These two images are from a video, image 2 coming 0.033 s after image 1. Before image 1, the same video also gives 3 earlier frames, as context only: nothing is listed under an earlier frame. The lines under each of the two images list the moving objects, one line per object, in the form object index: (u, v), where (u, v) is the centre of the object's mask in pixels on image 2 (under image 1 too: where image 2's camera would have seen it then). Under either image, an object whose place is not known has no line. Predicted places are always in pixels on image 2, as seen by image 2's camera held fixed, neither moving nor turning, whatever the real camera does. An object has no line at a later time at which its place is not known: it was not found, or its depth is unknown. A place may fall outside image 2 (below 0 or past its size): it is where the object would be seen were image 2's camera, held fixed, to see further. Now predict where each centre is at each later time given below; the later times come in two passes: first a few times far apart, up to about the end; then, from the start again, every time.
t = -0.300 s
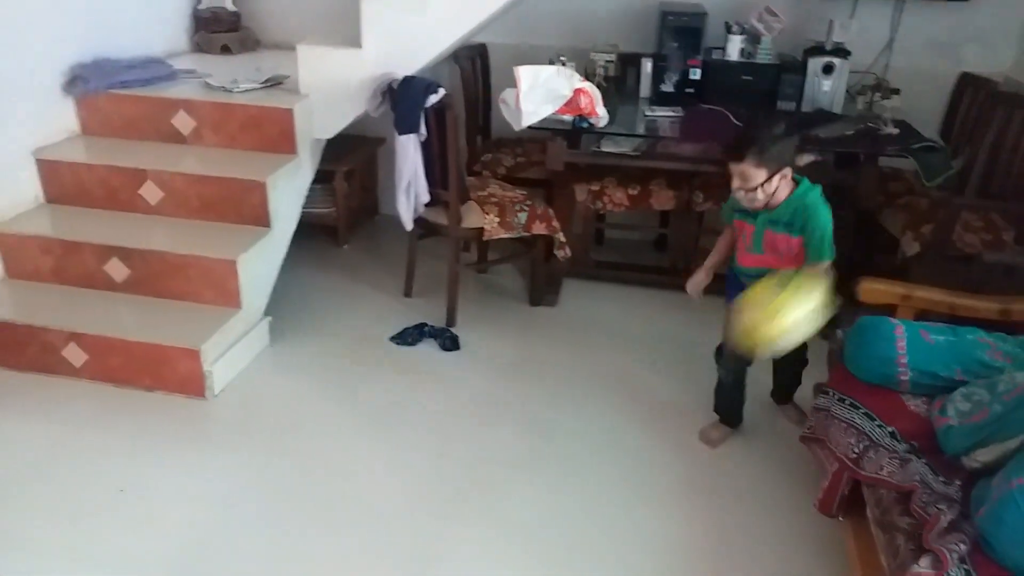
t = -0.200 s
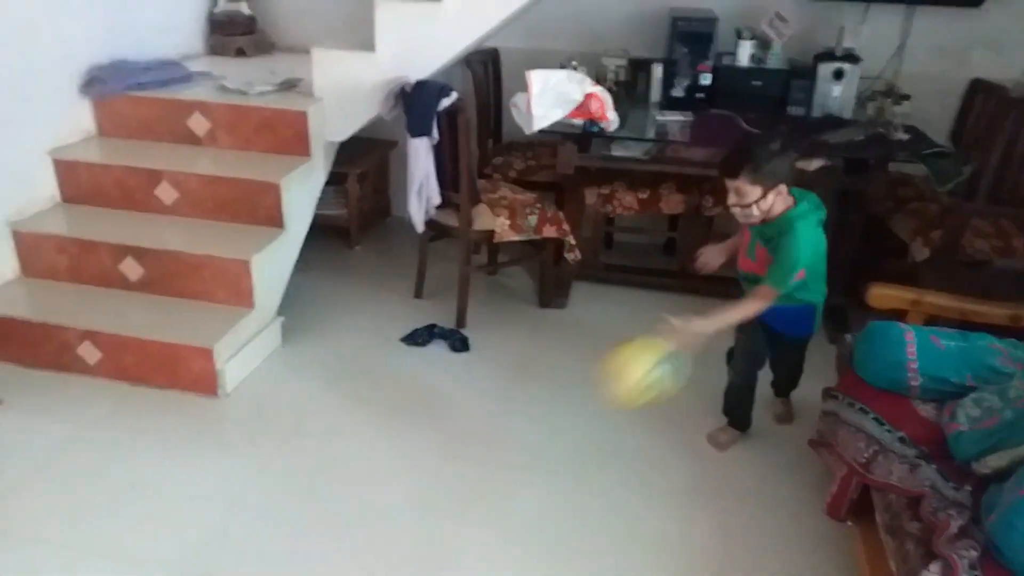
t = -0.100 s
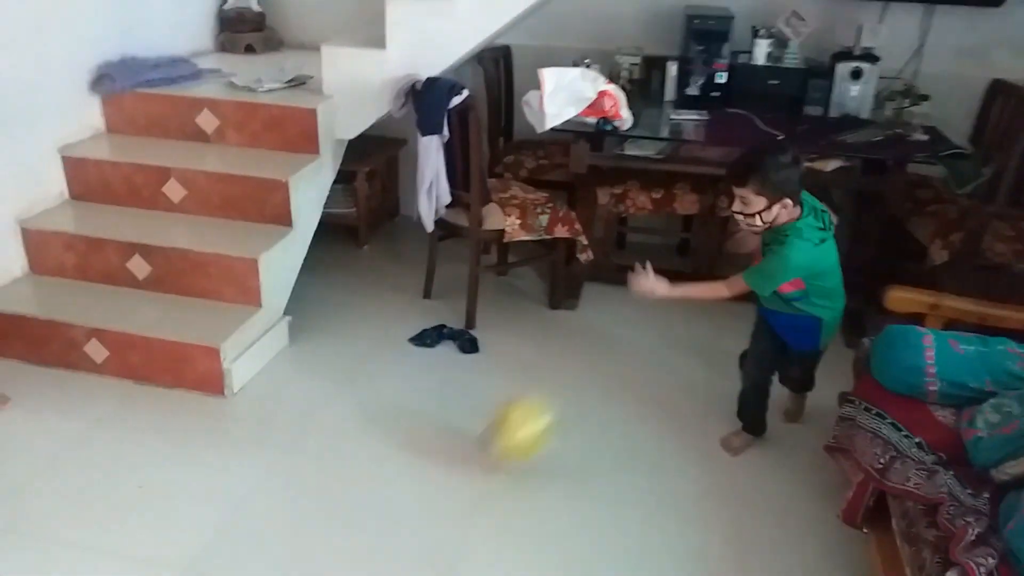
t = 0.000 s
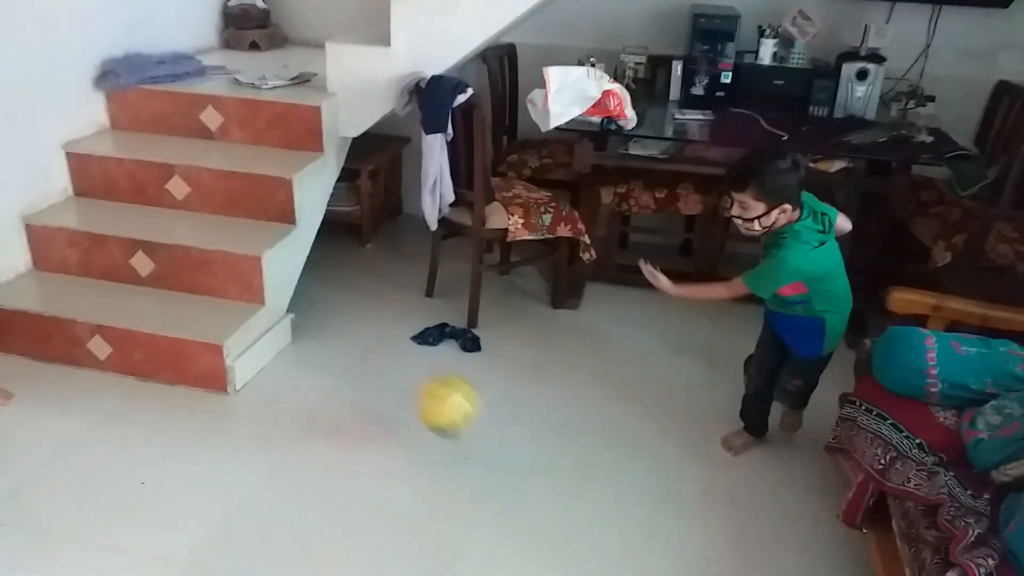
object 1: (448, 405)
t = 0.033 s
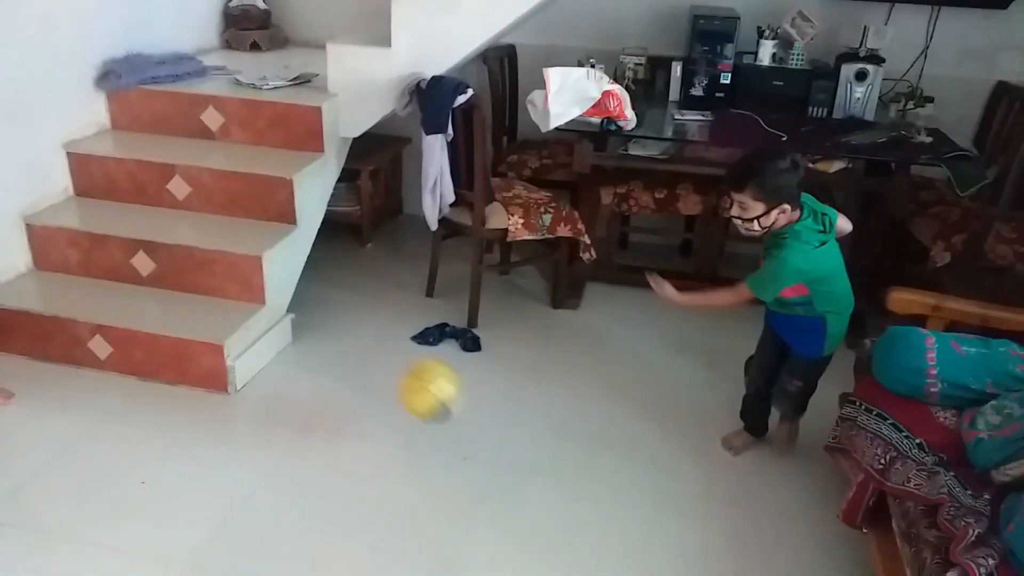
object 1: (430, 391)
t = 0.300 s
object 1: (284, 377)
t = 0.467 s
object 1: (202, 386)
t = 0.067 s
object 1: (413, 378)
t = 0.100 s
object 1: (395, 369)
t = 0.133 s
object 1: (378, 362)
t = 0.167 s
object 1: (359, 359)
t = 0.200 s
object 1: (340, 357)
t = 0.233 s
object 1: (320, 359)
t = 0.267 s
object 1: (302, 366)
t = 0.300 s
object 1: (284, 377)
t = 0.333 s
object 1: (266, 392)
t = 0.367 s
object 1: (249, 409)
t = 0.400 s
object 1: (237, 414)
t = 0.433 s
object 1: (219, 399)
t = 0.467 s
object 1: (202, 386)
